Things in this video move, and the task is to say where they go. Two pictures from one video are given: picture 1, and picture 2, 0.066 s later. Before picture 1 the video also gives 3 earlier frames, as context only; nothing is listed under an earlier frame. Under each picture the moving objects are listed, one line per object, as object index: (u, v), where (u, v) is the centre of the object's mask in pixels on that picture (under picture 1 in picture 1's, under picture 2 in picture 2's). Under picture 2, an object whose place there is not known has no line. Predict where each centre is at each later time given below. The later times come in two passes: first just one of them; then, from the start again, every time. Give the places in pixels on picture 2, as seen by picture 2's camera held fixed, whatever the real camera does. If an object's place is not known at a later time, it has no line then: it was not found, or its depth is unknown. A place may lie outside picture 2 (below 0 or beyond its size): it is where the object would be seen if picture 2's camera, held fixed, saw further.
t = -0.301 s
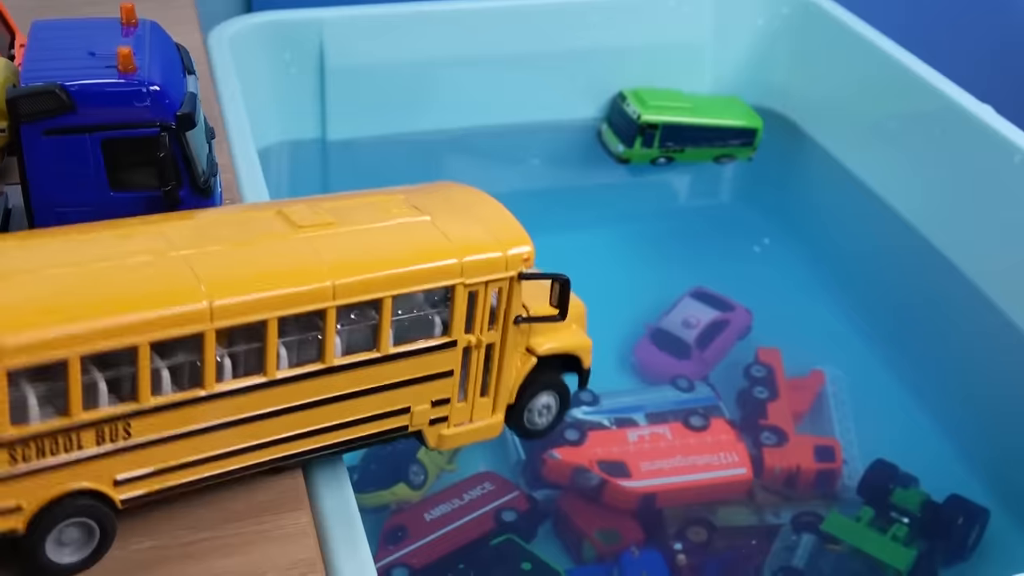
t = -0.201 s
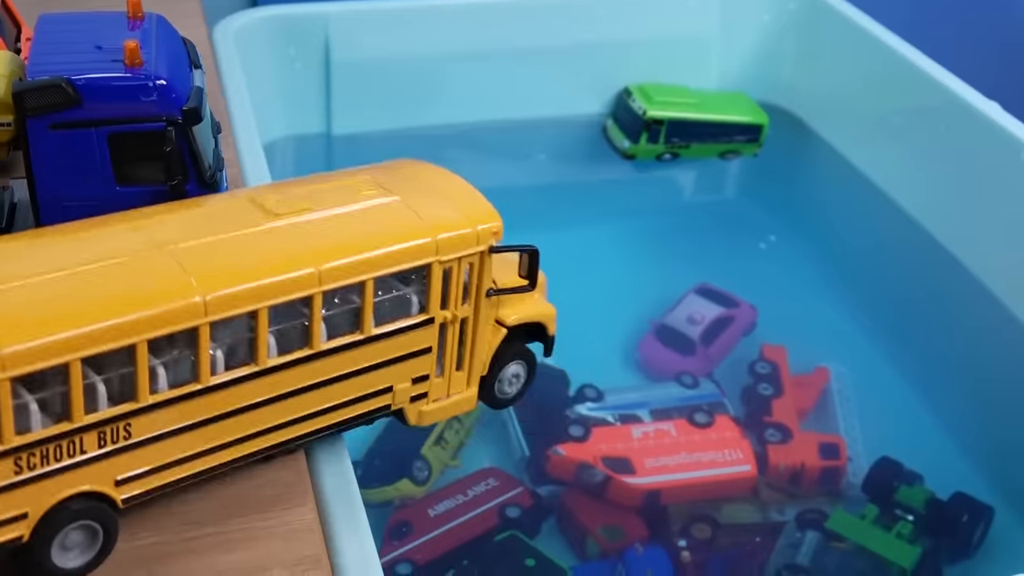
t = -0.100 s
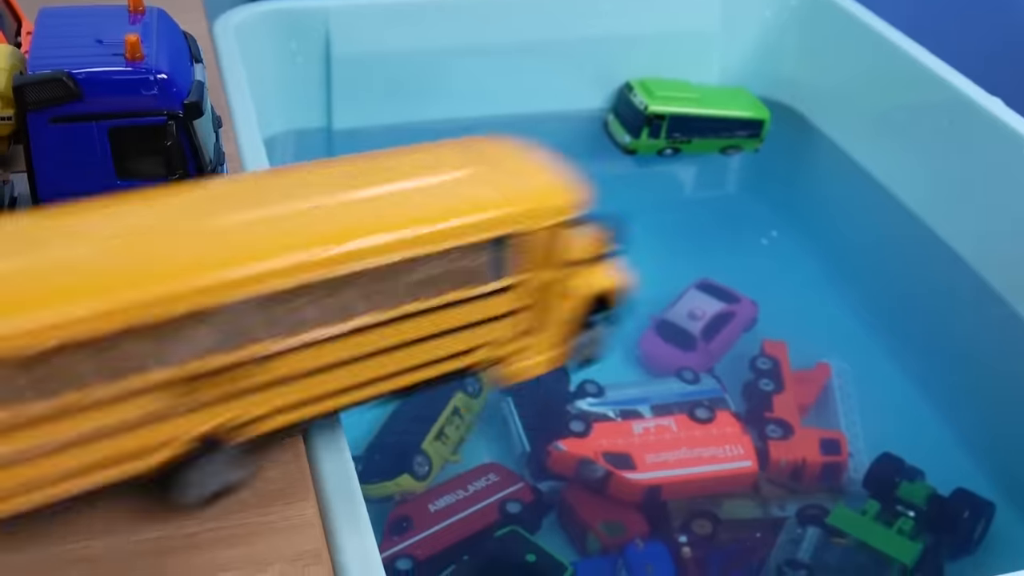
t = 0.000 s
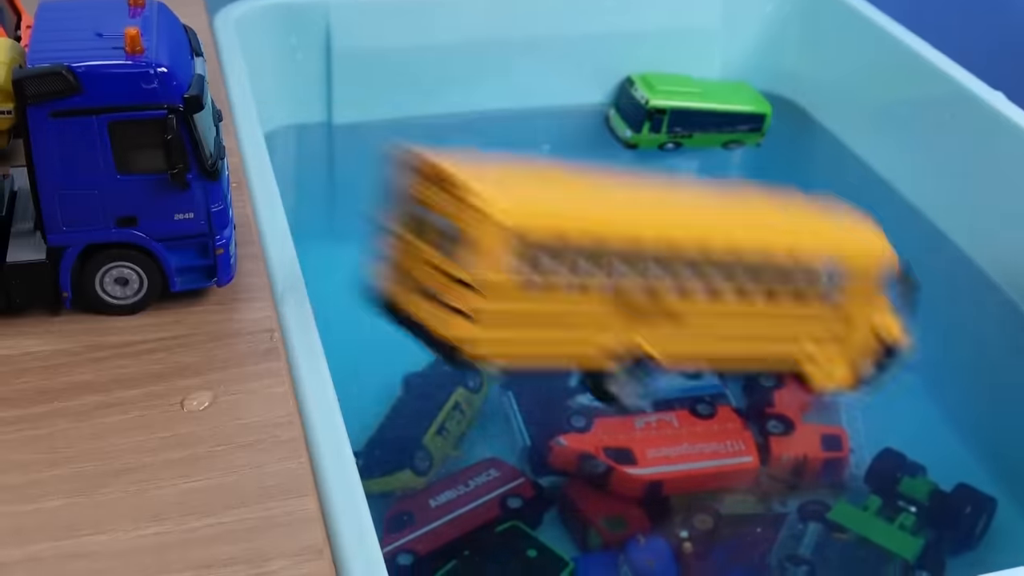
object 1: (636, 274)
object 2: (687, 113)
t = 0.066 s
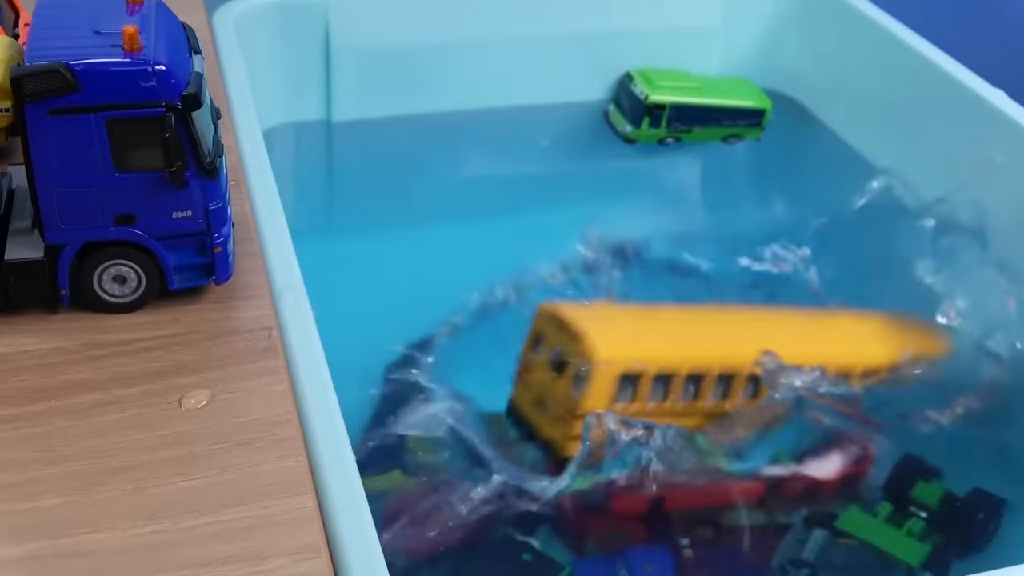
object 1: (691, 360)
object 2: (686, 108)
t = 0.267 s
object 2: (686, 99)
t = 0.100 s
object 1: (677, 392)
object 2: (687, 103)
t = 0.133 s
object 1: (676, 379)
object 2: (687, 100)
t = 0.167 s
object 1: (682, 369)
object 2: (687, 97)
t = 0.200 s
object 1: (687, 360)
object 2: (683, 92)
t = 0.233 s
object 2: (683, 90)
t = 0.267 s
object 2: (686, 99)
